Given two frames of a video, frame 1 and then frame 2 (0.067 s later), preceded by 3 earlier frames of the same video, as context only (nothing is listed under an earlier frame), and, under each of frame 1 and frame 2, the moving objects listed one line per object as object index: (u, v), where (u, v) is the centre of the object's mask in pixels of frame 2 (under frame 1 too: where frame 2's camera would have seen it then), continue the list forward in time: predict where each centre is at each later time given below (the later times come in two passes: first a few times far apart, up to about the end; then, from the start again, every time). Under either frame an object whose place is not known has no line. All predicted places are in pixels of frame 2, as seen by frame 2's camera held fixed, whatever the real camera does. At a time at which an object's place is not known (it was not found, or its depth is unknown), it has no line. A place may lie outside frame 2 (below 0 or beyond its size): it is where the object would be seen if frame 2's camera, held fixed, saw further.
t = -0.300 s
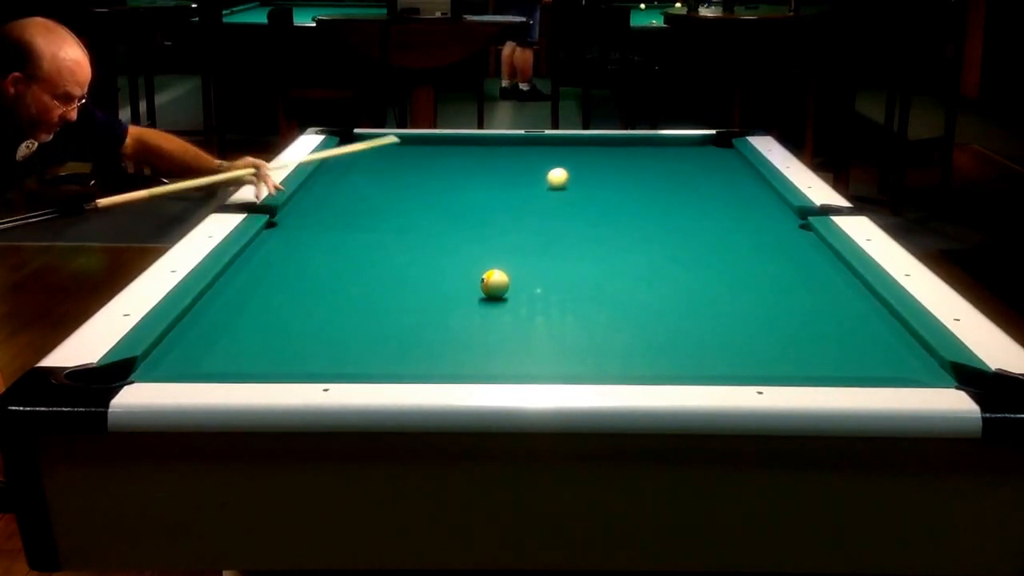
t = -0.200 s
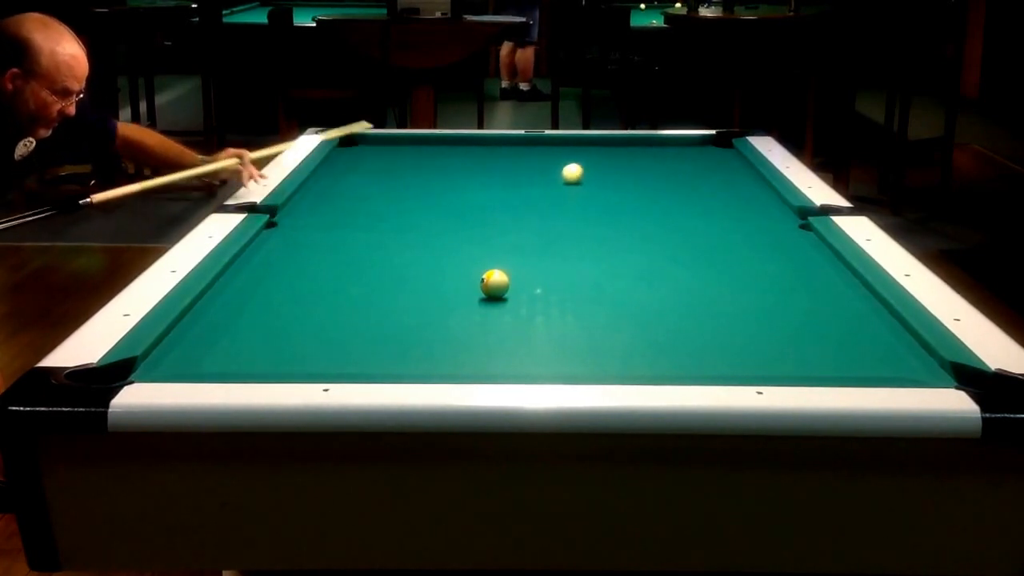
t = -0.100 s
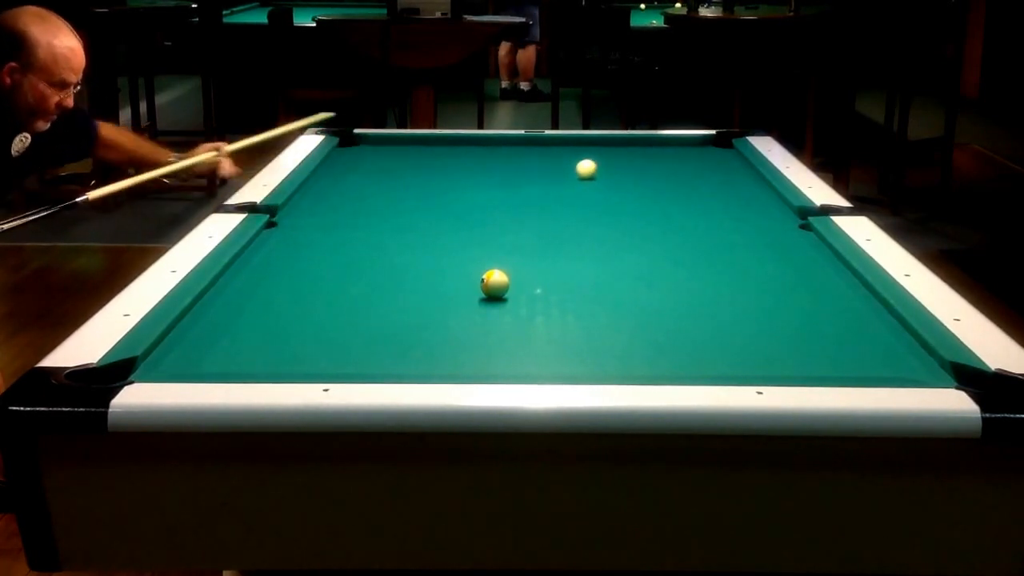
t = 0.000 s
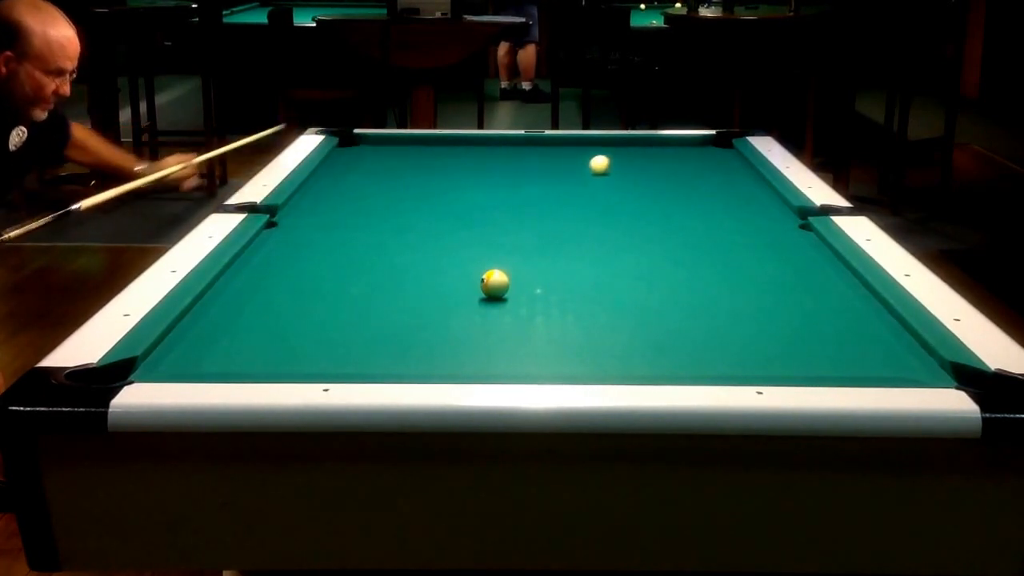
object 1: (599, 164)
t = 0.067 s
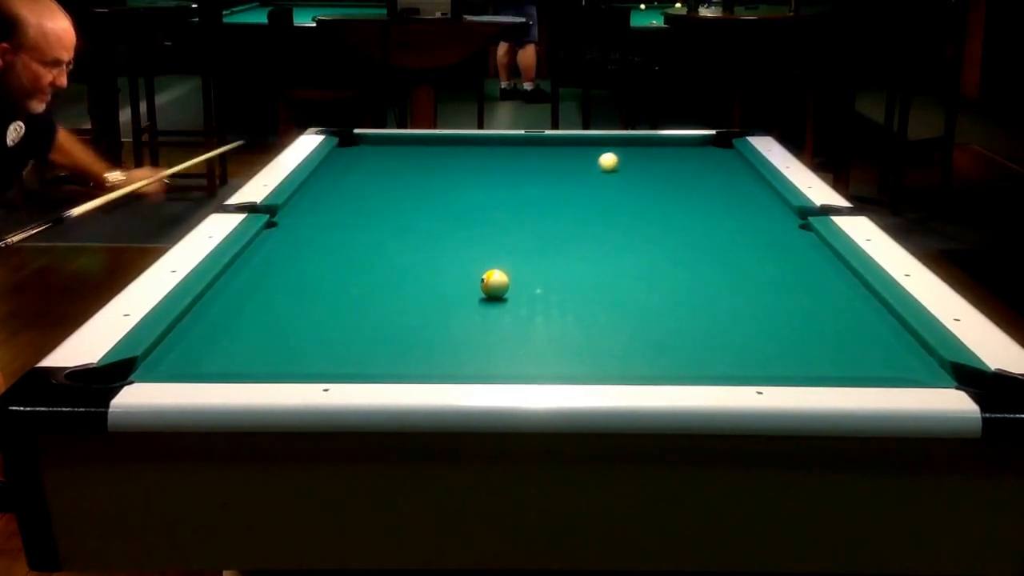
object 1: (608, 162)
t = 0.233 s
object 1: (628, 155)
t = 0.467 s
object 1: (655, 147)
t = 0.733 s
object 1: (680, 141)
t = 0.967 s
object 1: (695, 144)
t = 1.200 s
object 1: (708, 148)
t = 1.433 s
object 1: (722, 152)
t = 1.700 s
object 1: (730, 156)
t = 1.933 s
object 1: (728, 159)
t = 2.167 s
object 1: (725, 161)
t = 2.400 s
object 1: (722, 163)
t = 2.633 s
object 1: (720, 164)
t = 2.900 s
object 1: (718, 166)
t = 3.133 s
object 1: (717, 168)
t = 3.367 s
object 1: (716, 169)
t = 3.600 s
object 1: (715, 170)
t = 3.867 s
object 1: (715, 171)
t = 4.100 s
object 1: (715, 171)
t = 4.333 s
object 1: (715, 171)
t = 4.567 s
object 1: (715, 171)
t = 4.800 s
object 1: (715, 171)
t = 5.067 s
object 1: (715, 171)
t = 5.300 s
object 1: (715, 171)
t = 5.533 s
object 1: (715, 171)
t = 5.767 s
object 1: (715, 171)
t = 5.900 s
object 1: (715, 171)
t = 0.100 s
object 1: (612, 160)
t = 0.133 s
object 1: (616, 159)
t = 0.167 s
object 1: (620, 157)
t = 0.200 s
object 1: (625, 156)
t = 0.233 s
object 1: (628, 155)
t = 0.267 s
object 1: (632, 154)
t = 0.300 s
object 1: (636, 153)
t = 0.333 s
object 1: (640, 152)
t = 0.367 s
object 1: (644, 150)
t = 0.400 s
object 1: (648, 149)
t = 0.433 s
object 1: (651, 148)
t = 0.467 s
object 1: (655, 147)
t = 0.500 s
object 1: (658, 146)
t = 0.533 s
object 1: (662, 144)
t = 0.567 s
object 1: (665, 143)
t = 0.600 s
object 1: (668, 142)
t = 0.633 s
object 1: (672, 141)
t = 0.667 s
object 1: (675, 141)
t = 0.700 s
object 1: (678, 141)
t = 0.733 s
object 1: (680, 141)
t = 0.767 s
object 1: (682, 141)
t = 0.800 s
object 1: (684, 142)
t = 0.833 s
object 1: (686, 142)
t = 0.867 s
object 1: (688, 143)
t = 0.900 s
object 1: (691, 143)
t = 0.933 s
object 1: (693, 144)
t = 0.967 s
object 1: (695, 144)
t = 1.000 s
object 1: (697, 145)
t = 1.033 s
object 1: (699, 145)
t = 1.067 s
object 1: (701, 146)
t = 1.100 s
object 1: (703, 146)
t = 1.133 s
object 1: (705, 147)
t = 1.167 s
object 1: (707, 148)
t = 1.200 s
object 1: (708, 148)
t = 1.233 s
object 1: (710, 149)
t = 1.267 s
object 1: (712, 149)
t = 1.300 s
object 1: (714, 150)
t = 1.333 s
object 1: (716, 151)
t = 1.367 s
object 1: (718, 151)
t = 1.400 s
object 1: (720, 152)
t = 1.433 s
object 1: (722, 152)
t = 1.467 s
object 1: (724, 153)
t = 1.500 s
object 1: (726, 153)
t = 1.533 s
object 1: (728, 154)
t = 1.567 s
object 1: (729, 155)
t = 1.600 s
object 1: (731, 155)
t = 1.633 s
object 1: (731, 156)
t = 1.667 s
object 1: (730, 156)
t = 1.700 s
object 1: (730, 156)
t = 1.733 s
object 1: (730, 157)
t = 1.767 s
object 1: (729, 157)
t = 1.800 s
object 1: (729, 157)
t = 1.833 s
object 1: (728, 158)
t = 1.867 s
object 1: (728, 158)
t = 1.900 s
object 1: (728, 158)
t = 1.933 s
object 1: (728, 159)
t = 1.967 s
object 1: (727, 159)
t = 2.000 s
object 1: (726, 159)
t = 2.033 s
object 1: (726, 159)
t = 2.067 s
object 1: (726, 160)
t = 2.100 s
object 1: (726, 160)
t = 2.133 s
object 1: (725, 160)
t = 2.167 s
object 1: (725, 161)
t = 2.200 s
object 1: (724, 161)
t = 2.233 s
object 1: (724, 161)
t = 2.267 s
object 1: (723, 161)
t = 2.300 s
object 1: (723, 162)
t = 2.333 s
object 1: (723, 162)
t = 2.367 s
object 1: (723, 162)
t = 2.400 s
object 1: (722, 163)
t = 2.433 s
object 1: (722, 163)
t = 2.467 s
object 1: (722, 163)
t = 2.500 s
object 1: (721, 163)
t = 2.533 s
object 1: (721, 164)
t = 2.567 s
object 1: (721, 164)
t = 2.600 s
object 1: (721, 164)
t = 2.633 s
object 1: (720, 164)
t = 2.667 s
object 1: (720, 165)
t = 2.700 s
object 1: (720, 165)
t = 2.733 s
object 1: (720, 165)
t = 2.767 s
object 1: (719, 165)
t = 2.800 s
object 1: (719, 166)
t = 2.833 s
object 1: (719, 166)
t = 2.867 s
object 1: (719, 166)
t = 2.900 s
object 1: (718, 166)
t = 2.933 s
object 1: (718, 167)
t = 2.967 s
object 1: (718, 167)
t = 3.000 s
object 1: (718, 167)
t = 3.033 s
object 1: (717, 167)
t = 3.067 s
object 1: (717, 167)
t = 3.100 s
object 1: (717, 168)
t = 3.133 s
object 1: (717, 168)
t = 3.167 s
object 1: (717, 168)
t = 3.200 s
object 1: (717, 168)
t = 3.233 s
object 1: (716, 168)
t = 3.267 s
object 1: (716, 169)
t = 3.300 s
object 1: (716, 169)
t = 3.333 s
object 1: (716, 169)
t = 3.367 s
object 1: (716, 169)
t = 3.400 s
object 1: (716, 169)
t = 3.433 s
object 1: (716, 169)
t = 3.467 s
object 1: (716, 169)
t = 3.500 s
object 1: (715, 170)
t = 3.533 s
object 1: (715, 170)
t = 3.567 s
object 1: (715, 170)
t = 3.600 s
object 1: (715, 170)
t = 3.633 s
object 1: (715, 170)
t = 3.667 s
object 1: (715, 170)
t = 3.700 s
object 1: (715, 170)
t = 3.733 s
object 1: (715, 170)
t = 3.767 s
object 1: (715, 171)
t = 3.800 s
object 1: (715, 171)
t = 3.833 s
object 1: (715, 171)
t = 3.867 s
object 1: (715, 171)
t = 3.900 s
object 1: (715, 171)
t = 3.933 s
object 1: (715, 171)
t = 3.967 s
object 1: (715, 171)
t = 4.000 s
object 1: (715, 171)
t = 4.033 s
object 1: (715, 171)
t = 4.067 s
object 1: (715, 171)
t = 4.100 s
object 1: (715, 171)
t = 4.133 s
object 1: (715, 171)
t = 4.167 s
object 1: (715, 171)
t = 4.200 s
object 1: (715, 171)
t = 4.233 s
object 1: (715, 171)
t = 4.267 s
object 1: (715, 171)
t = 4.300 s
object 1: (715, 171)
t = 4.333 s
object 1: (715, 171)
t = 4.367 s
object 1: (715, 171)
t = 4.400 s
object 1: (715, 171)
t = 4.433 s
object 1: (715, 171)
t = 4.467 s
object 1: (715, 171)
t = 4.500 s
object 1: (715, 171)
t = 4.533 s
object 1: (715, 171)
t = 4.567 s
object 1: (715, 171)
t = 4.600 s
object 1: (715, 171)
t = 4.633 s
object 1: (715, 171)
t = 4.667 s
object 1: (715, 171)
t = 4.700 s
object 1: (715, 172)
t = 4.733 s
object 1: (715, 171)
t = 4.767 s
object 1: (715, 171)
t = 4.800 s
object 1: (715, 171)
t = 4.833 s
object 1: (715, 171)
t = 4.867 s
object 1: (715, 171)
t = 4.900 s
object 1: (715, 171)
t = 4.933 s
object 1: (715, 171)
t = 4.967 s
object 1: (715, 171)
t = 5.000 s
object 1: (715, 171)
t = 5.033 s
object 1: (715, 171)
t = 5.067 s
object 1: (715, 171)
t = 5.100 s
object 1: (715, 171)
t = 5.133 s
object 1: (715, 171)
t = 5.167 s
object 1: (715, 171)
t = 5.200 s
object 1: (715, 171)
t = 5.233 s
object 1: (715, 171)
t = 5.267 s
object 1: (715, 171)
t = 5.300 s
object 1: (715, 171)
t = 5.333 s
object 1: (715, 171)
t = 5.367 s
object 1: (715, 171)
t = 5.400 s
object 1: (715, 171)
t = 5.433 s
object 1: (715, 171)
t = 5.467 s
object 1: (715, 171)
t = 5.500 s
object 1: (715, 171)
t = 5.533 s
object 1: (715, 171)
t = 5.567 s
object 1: (715, 171)
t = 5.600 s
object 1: (715, 171)
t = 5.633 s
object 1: (715, 171)
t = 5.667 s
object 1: (715, 171)
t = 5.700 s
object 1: (715, 171)
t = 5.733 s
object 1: (715, 171)
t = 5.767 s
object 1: (715, 171)
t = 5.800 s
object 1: (715, 171)
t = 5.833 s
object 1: (715, 171)
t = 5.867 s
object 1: (715, 171)
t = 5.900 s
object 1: (715, 171)
